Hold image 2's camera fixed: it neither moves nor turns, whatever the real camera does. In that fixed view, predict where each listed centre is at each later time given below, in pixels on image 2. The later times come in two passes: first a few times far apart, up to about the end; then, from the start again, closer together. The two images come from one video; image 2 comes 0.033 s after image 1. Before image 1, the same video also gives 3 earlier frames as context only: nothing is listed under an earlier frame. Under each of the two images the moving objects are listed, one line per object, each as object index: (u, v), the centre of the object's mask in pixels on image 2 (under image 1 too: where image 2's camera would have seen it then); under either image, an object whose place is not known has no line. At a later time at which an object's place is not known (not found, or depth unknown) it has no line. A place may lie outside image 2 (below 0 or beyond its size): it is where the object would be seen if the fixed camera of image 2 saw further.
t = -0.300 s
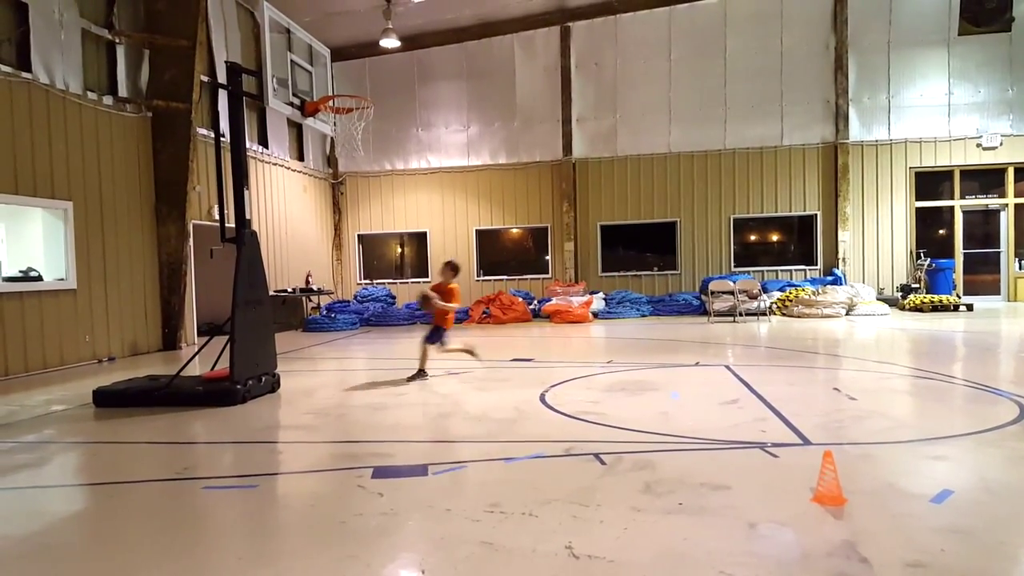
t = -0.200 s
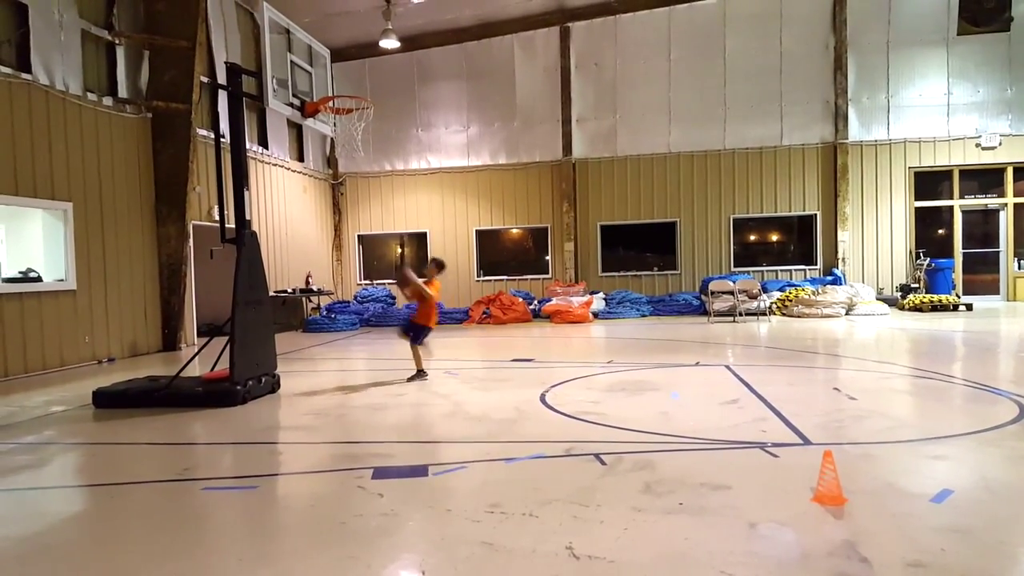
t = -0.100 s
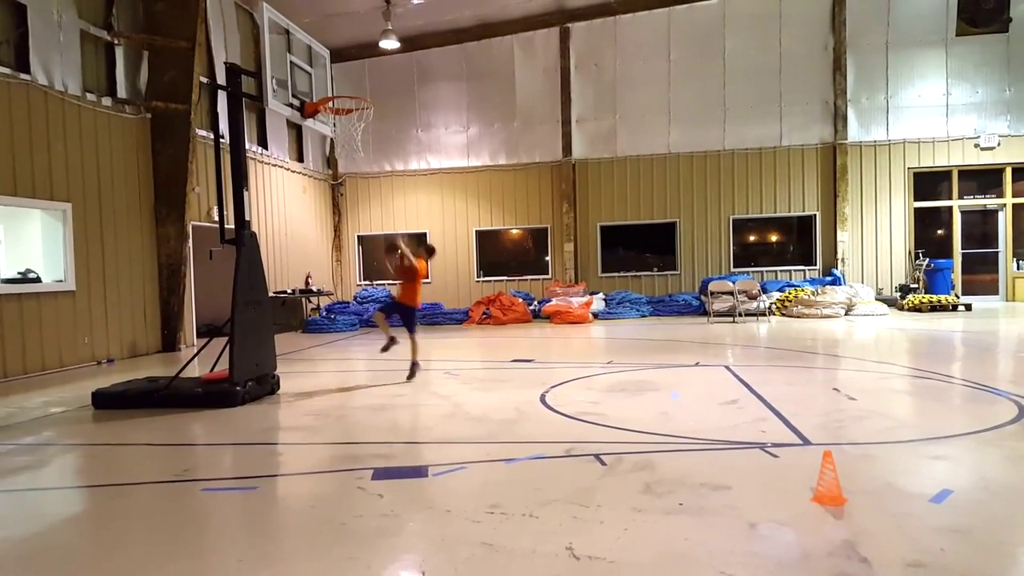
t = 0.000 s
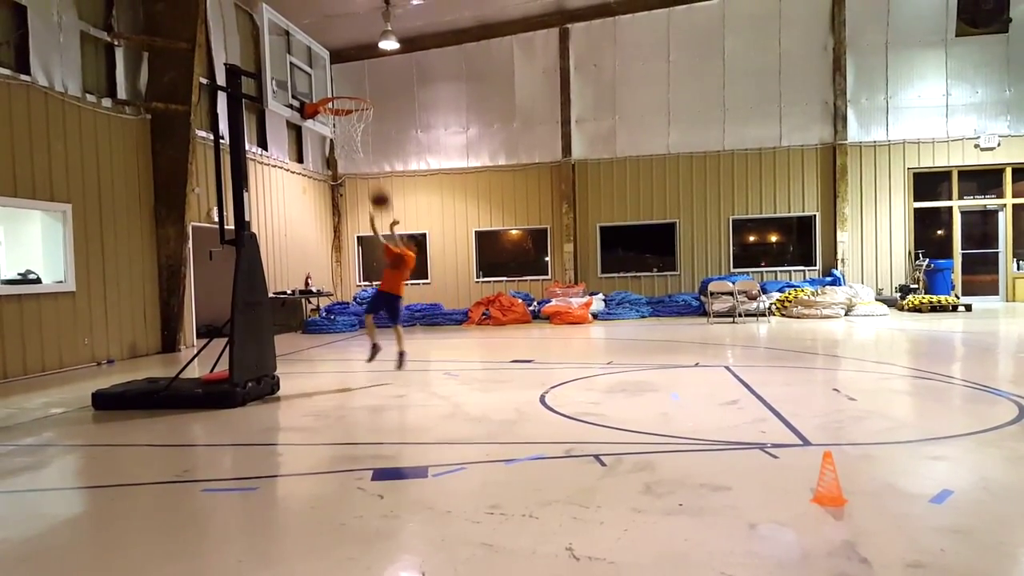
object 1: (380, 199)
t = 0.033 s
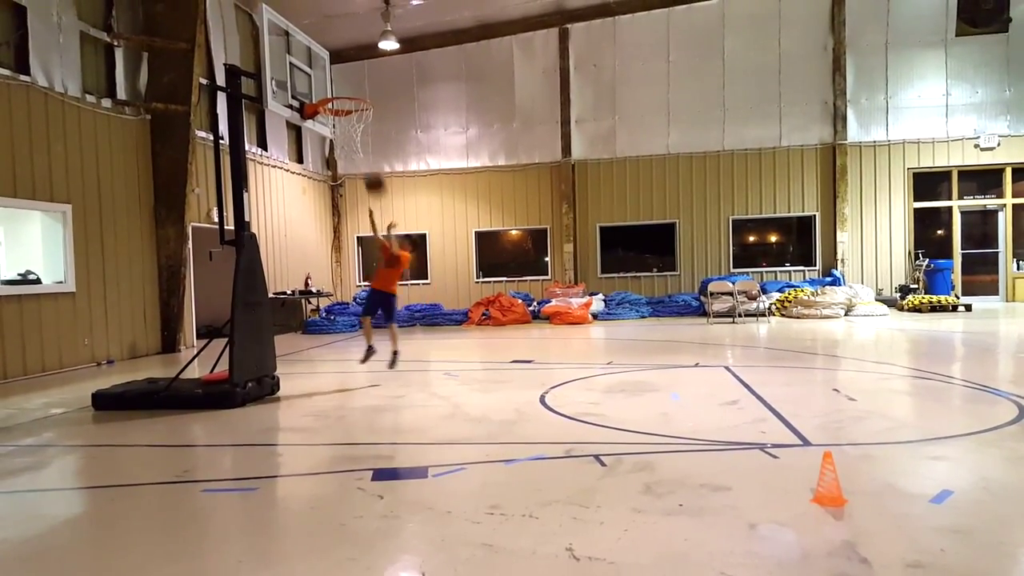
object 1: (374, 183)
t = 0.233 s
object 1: (343, 99)
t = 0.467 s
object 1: (316, 55)
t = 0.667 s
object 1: (325, 75)
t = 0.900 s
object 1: (342, 81)
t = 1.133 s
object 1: (357, 109)
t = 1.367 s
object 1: (357, 138)
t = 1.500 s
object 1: (348, 157)
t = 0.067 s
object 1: (370, 167)
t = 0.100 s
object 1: (366, 152)
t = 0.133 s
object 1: (365, 139)
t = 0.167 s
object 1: (355, 125)
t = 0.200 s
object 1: (350, 112)
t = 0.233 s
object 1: (343, 99)
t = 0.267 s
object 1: (338, 89)
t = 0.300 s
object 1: (333, 81)
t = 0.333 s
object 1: (327, 73)
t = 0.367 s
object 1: (322, 66)
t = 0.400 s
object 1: (317, 60)
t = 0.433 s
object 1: (315, 56)
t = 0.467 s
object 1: (316, 55)
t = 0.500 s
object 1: (317, 55)
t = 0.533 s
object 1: (318, 57)
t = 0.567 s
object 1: (320, 59)
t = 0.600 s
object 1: (321, 63)
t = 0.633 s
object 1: (323, 69)
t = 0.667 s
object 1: (325, 75)
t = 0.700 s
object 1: (326, 84)
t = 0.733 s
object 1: (329, 85)
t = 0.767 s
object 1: (331, 82)
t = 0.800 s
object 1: (334, 80)
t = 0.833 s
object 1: (337, 79)
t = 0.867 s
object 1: (340, 79)
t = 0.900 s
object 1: (342, 81)
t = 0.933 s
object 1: (345, 84)
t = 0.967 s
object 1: (349, 87)
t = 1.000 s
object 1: (351, 91)
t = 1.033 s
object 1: (352, 93)
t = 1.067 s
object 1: (353, 97)
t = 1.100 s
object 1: (355, 102)
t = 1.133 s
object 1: (357, 109)
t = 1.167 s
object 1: (359, 114)
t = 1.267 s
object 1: (361, 128)
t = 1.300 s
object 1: (360, 131)
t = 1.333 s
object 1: (359, 135)
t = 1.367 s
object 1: (357, 138)
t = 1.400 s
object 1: (356, 140)
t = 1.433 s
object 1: (352, 146)
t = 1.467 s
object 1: (350, 151)
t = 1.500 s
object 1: (348, 157)
